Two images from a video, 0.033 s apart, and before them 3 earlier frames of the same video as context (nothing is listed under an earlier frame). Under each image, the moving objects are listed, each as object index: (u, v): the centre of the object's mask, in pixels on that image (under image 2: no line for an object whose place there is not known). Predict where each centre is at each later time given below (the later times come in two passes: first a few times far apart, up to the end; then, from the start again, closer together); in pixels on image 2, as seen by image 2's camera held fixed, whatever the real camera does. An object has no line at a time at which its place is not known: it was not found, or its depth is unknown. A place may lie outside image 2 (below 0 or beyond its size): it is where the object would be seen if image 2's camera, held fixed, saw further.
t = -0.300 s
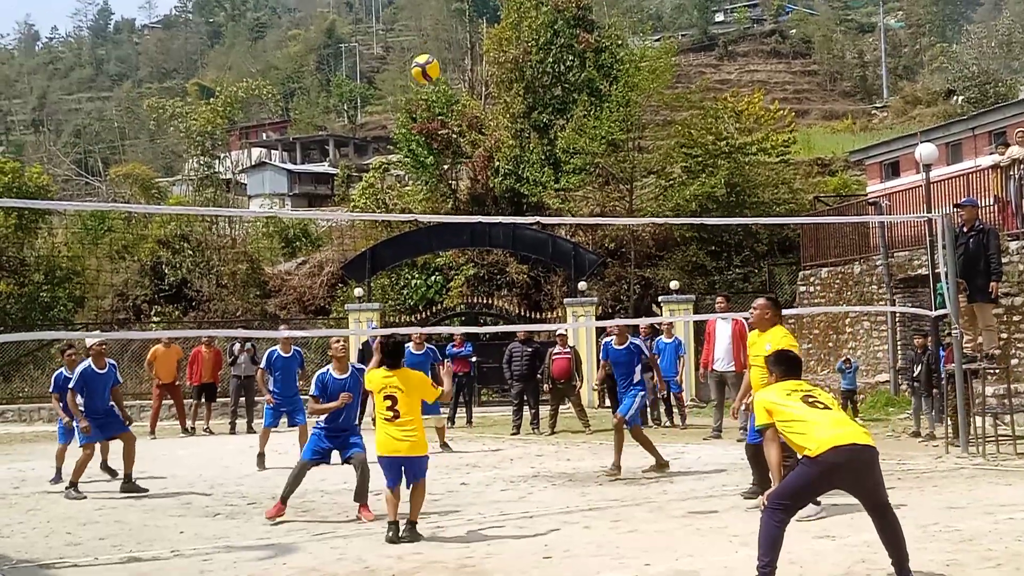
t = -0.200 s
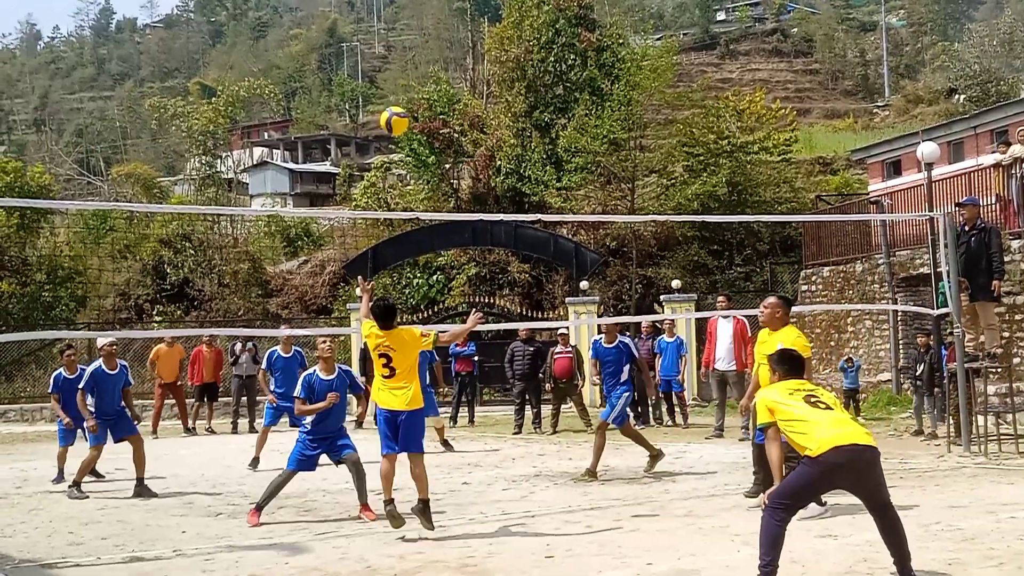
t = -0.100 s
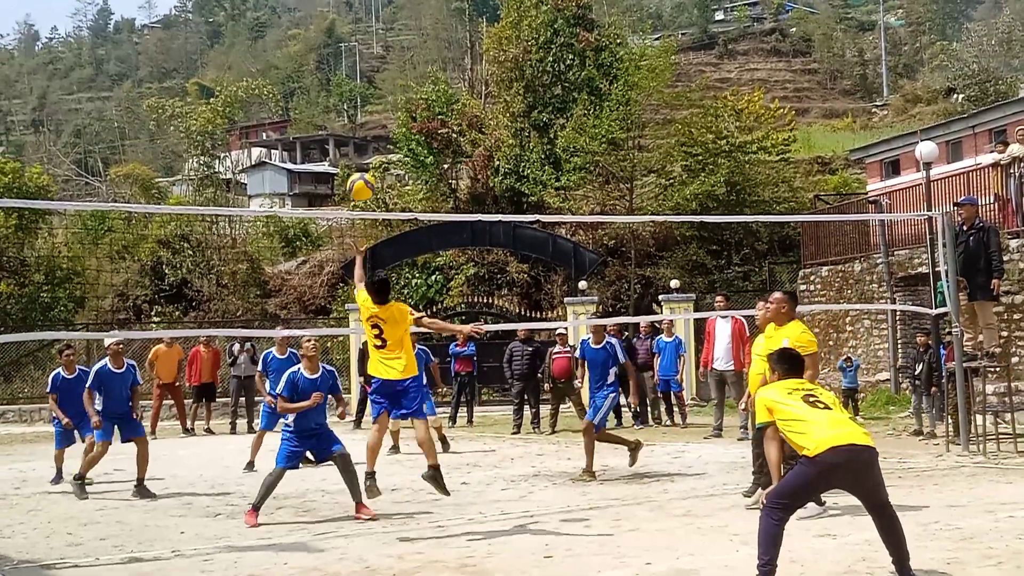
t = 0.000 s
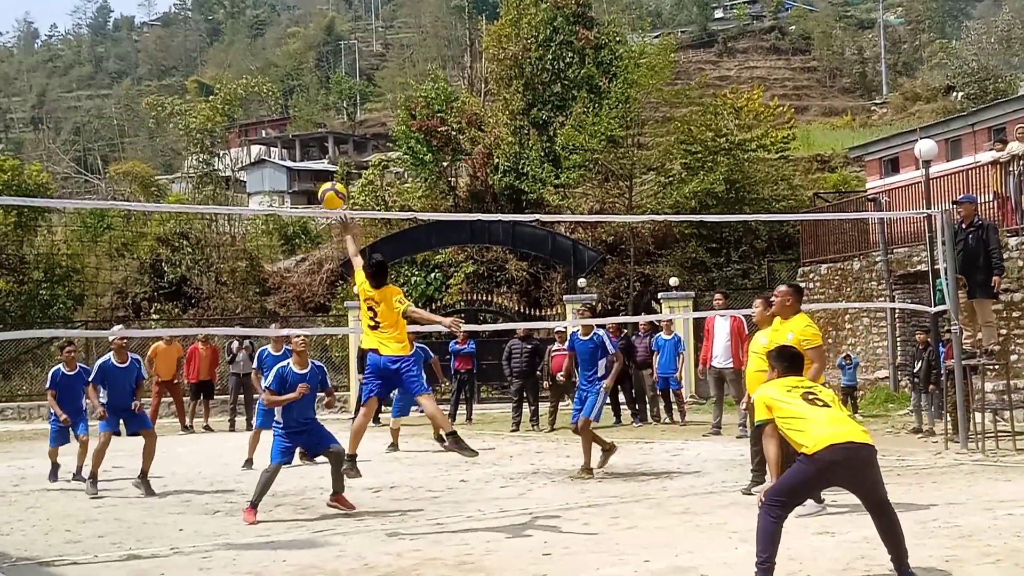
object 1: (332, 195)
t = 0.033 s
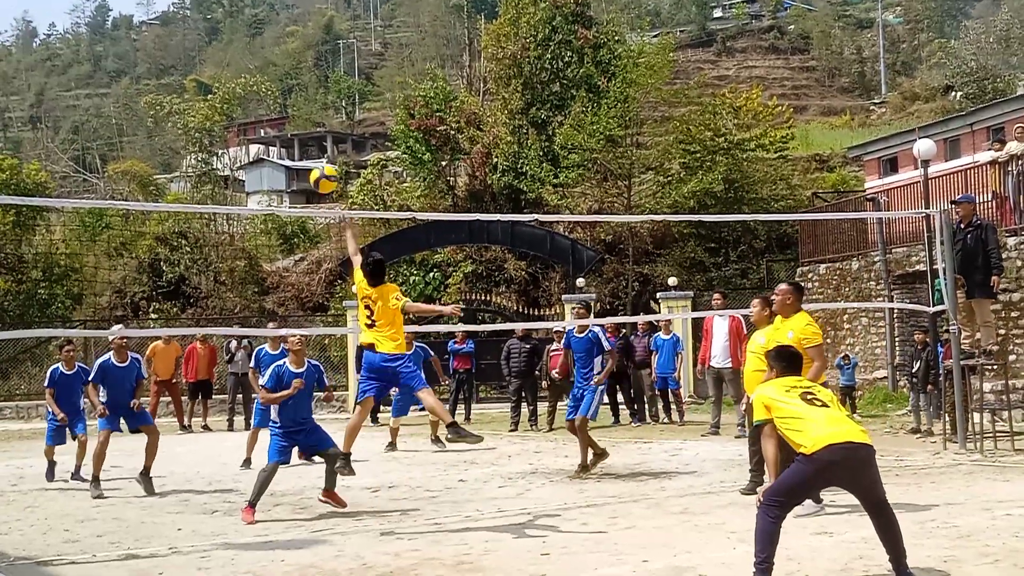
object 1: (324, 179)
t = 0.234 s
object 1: (284, 116)
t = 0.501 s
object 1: (237, 114)
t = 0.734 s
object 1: (202, 181)
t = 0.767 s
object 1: (198, 194)
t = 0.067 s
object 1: (317, 165)
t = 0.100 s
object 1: (311, 151)
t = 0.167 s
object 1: (298, 132)
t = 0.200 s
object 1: (291, 123)
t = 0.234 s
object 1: (284, 116)
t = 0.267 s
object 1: (278, 111)
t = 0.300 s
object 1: (272, 107)
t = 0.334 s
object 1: (266, 105)
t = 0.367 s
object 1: (260, 103)
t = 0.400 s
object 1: (254, 104)
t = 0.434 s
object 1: (248, 106)
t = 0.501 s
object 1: (237, 114)
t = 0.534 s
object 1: (231, 120)
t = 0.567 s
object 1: (226, 127)
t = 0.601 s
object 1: (221, 135)
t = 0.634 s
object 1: (216, 144)
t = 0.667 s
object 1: (211, 156)
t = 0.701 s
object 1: (207, 168)
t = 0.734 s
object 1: (202, 181)
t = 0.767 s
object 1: (198, 194)
